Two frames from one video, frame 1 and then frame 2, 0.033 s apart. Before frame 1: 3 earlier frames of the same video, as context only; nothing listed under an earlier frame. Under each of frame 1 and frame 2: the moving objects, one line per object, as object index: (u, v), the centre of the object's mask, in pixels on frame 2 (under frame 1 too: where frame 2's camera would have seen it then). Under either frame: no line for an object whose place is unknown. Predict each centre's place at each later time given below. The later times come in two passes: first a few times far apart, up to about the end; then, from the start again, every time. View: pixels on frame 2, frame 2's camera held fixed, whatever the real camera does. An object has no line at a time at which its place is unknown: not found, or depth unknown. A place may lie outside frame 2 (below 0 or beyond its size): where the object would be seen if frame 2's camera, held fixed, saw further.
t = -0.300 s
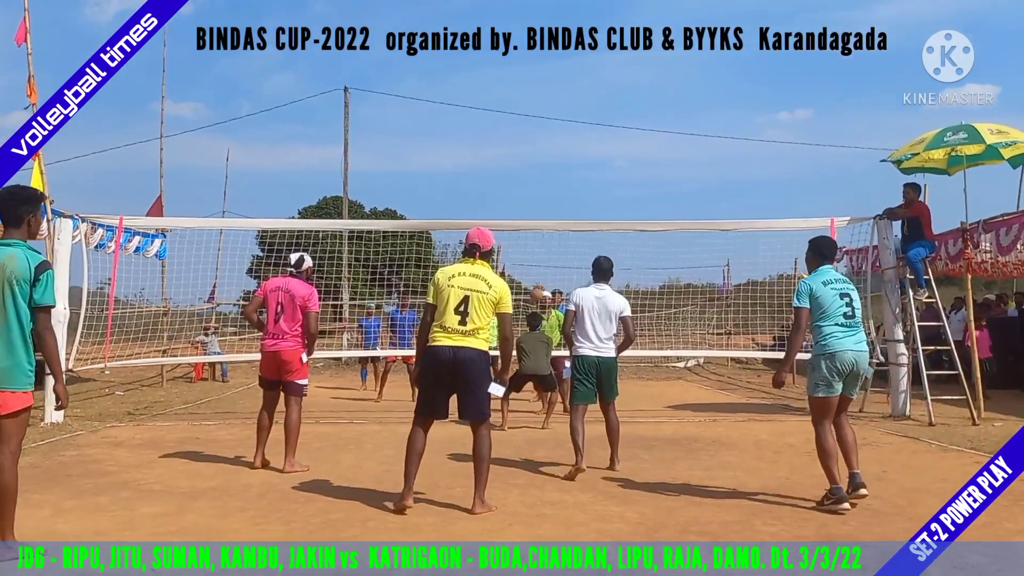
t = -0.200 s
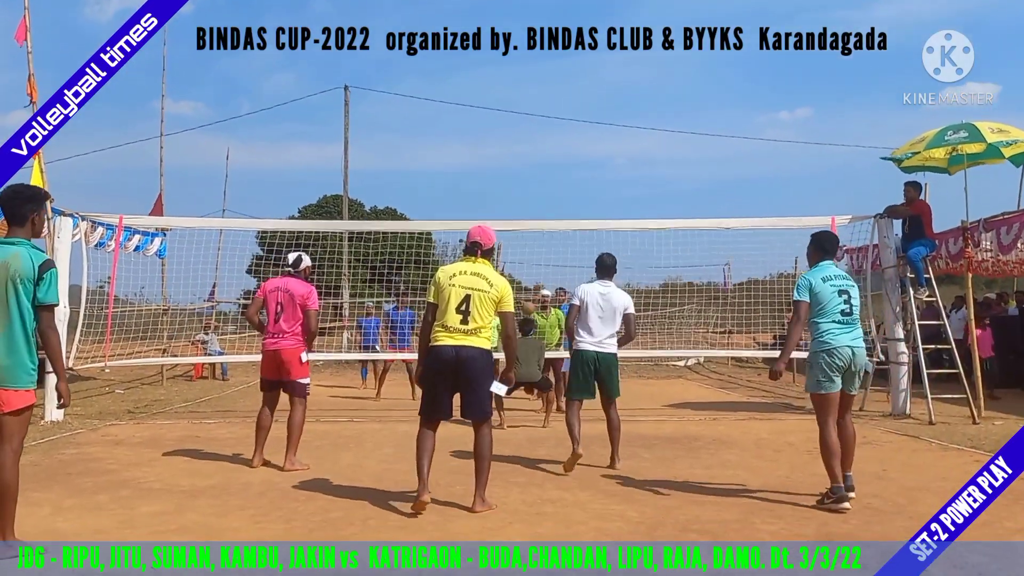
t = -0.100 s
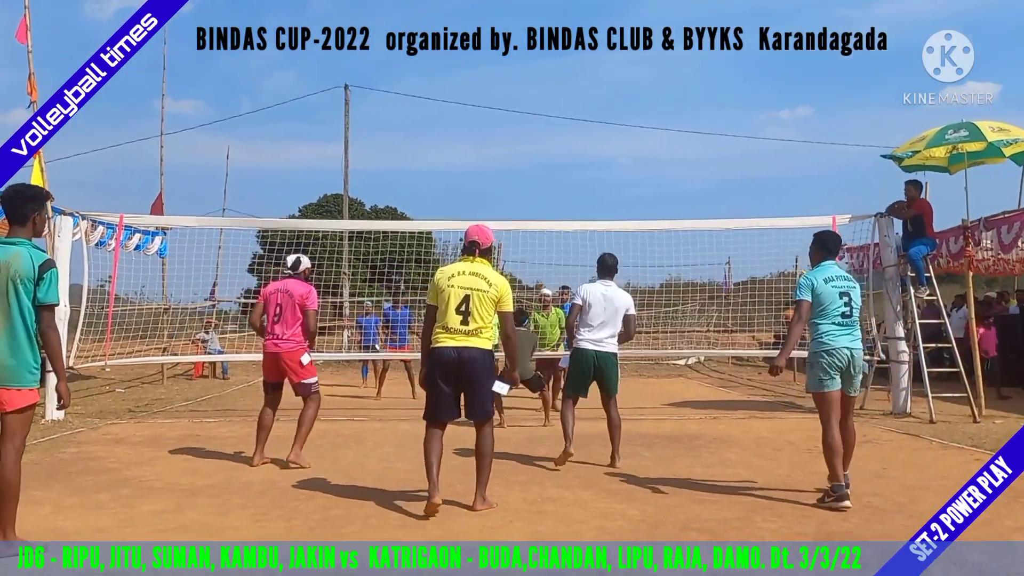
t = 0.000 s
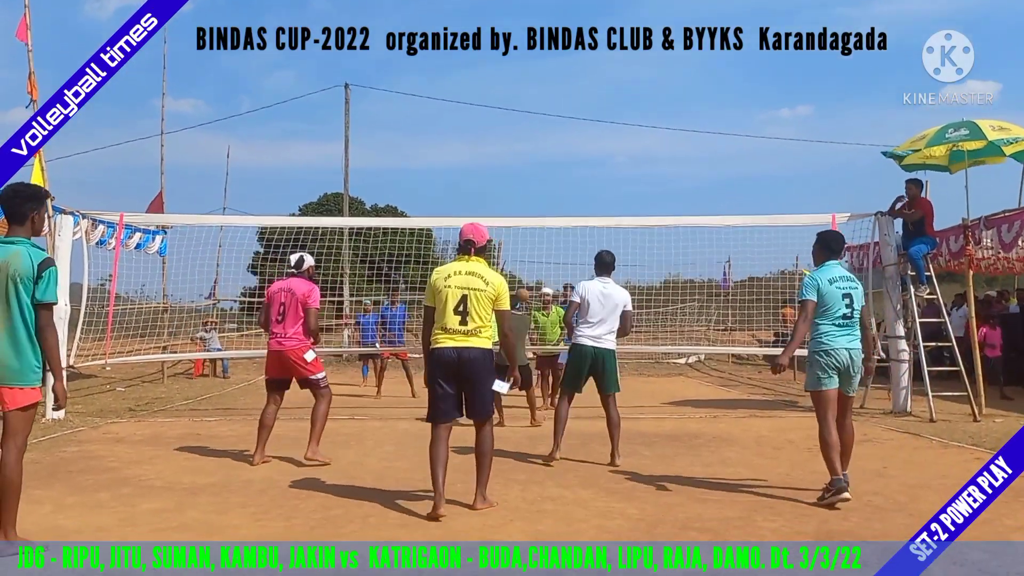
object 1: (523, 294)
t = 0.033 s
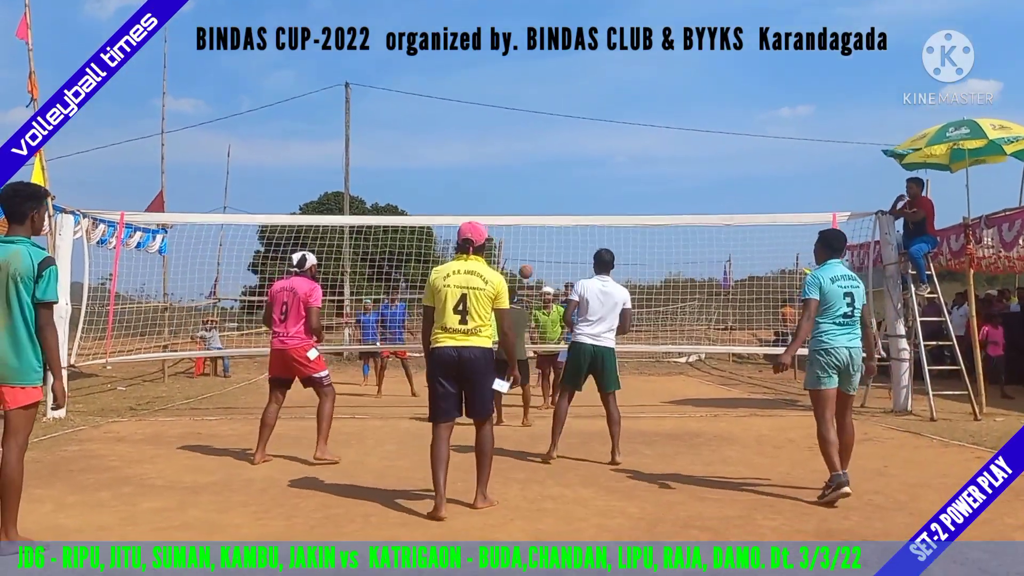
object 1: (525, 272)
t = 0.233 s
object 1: (544, 156)
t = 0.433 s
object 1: (565, 69)
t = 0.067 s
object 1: (529, 250)
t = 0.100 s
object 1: (532, 230)
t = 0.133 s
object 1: (535, 210)
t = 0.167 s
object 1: (538, 191)
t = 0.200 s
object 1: (541, 173)
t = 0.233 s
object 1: (544, 156)
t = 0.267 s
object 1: (548, 139)
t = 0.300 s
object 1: (551, 123)
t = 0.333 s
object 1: (555, 108)
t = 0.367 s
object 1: (558, 93)
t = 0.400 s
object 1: (562, 80)
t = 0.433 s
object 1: (565, 69)
